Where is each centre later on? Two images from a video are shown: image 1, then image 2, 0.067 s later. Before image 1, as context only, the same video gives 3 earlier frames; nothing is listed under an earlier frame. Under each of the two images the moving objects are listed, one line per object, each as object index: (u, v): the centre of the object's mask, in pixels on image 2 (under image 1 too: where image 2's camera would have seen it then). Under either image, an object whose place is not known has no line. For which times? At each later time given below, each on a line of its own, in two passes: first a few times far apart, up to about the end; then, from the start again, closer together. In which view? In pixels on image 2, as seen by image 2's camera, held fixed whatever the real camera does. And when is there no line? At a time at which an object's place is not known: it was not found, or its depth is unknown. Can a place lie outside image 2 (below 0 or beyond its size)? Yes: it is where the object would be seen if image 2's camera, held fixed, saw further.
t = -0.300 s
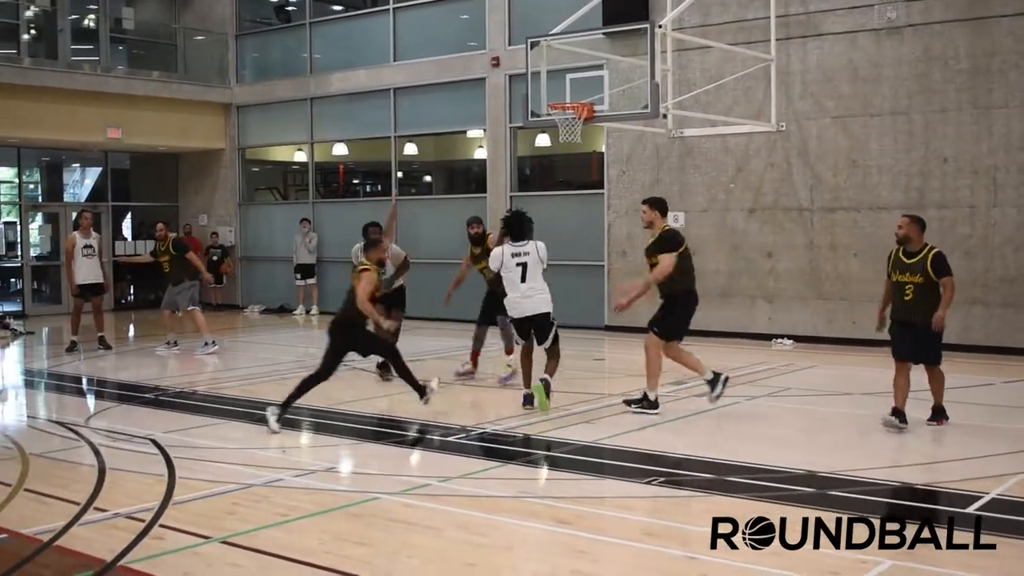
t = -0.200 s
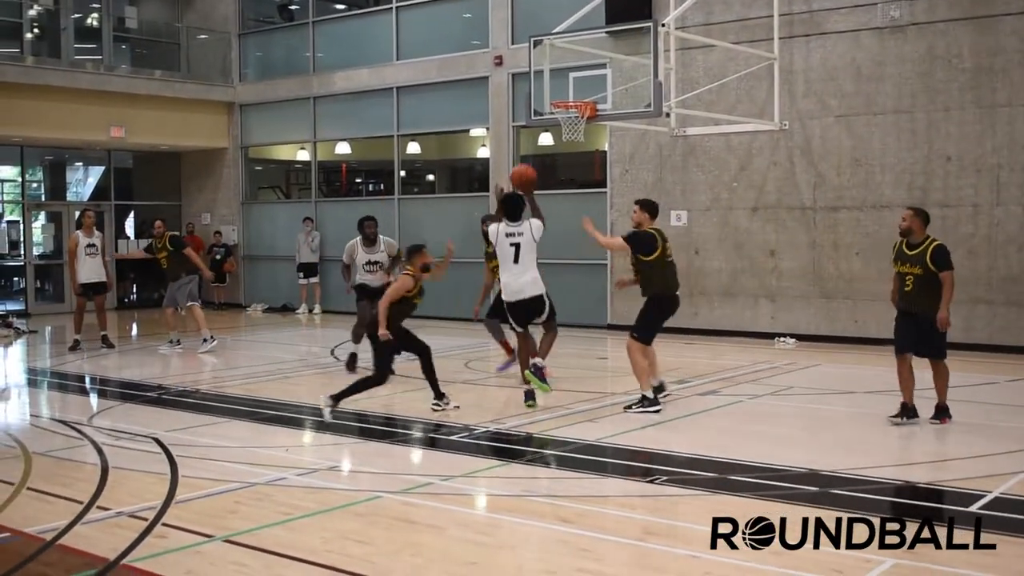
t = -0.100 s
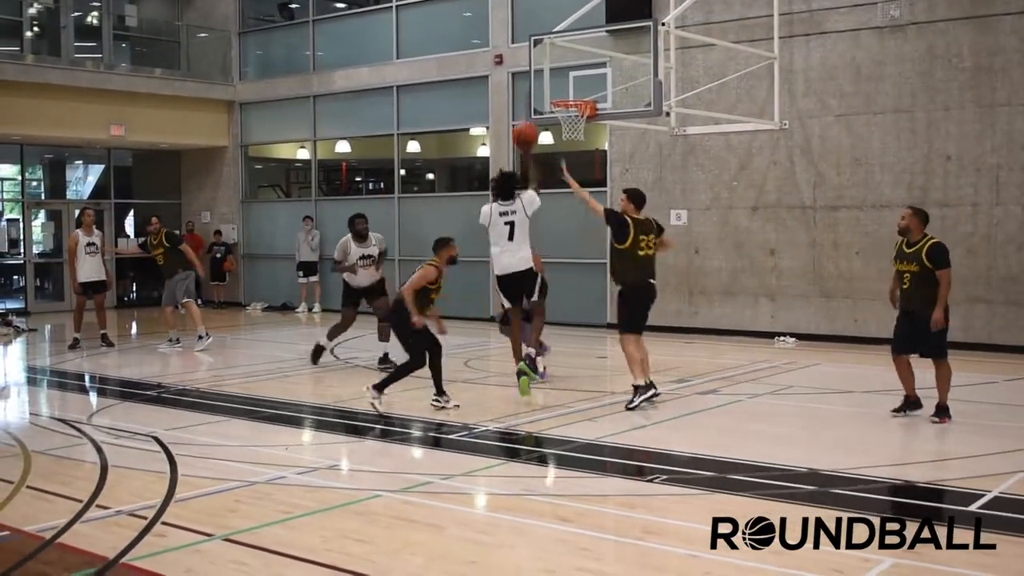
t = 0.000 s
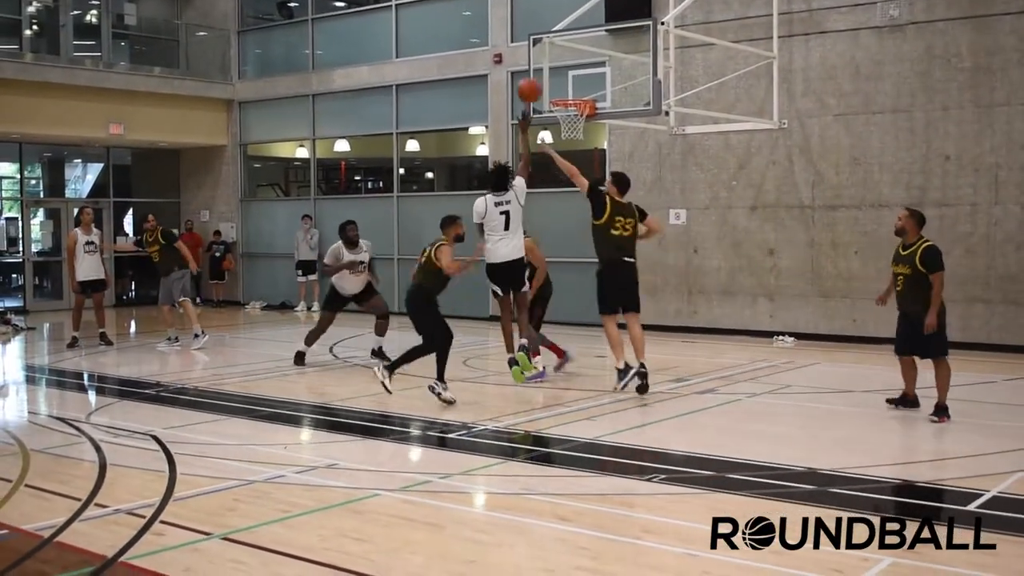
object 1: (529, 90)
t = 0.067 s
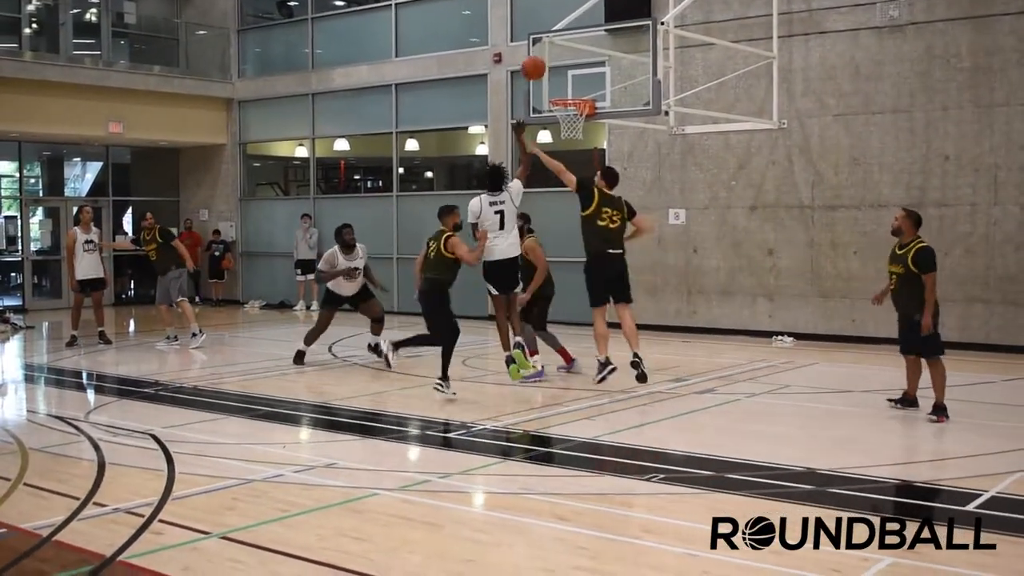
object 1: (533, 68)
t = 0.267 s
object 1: (543, 32)
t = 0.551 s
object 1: (557, 47)
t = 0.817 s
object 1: (566, 110)
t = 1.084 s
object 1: (570, 121)
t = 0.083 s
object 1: (534, 63)
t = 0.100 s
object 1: (535, 60)
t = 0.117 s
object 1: (536, 55)
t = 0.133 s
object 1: (537, 51)
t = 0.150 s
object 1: (538, 48)
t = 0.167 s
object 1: (539, 44)
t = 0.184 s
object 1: (540, 41)
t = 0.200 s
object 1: (540, 39)
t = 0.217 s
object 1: (541, 36)
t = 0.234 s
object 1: (542, 34)
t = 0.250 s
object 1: (543, 33)
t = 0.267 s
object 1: (543, 32)
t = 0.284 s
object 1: (544, 30)
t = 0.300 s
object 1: (545, 30)
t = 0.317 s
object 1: (546, 30)
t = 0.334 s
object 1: (546, 29)
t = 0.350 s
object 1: (547, 29)
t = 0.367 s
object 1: (548, 29)
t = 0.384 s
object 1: (549, 29)
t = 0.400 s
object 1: (550, 30)
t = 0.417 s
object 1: (551, 31)
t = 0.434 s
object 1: (552, 32)
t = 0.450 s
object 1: (553, 34)
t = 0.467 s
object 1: (554, 35)
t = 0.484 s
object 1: (554, 37)
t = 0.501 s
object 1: (555, 39)
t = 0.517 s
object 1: (556, 42)
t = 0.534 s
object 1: (557, 44)
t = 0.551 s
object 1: (557, 47)
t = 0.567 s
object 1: (558, 50)
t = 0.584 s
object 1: (559, 54)
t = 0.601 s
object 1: (559, 57)
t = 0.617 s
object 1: (559, 60)
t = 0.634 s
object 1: (560, 65)
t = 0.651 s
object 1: (561, 68)
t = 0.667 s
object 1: (562, 73)
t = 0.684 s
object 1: (563, 77)
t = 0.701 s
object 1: (563, 82)
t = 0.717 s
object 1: (564, 87)
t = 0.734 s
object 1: (565, 91)
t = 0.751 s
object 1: (566, 94)
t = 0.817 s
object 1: (566, 110)
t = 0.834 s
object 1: (571, 110)
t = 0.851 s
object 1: (572, 113)
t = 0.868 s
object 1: (573, 113)
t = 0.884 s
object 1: (572, 116)
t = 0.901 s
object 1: (571, 115)
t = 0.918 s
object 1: (572, 114)
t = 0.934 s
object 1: (571, 113)
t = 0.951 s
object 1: (571, 114)
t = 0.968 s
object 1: (570, 114)
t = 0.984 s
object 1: (578, 115)
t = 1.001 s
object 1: (577, 114)
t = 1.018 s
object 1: (577, 114)
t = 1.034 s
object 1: (577, 114)
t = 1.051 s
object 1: (574, 122)
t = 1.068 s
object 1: (574, 117)
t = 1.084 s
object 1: (570, 121)
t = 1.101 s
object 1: (572, 125)
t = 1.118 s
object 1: (575, 127)
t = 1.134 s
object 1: (574, 128)
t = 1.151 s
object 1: (573, 131)
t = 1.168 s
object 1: (573, 138)
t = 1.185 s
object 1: (572, 140)
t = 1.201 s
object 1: (571, 143)
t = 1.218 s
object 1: (572, 144)
